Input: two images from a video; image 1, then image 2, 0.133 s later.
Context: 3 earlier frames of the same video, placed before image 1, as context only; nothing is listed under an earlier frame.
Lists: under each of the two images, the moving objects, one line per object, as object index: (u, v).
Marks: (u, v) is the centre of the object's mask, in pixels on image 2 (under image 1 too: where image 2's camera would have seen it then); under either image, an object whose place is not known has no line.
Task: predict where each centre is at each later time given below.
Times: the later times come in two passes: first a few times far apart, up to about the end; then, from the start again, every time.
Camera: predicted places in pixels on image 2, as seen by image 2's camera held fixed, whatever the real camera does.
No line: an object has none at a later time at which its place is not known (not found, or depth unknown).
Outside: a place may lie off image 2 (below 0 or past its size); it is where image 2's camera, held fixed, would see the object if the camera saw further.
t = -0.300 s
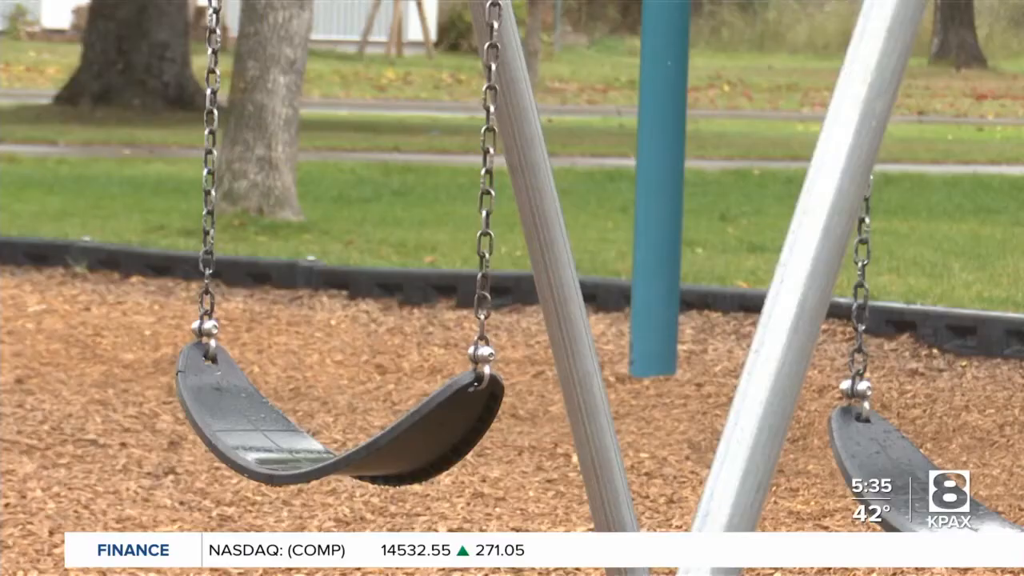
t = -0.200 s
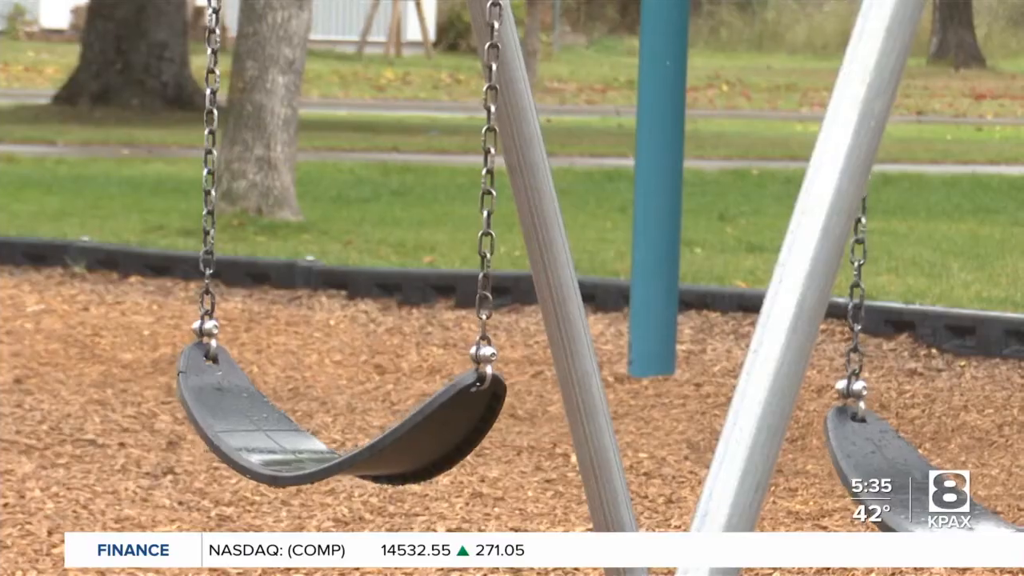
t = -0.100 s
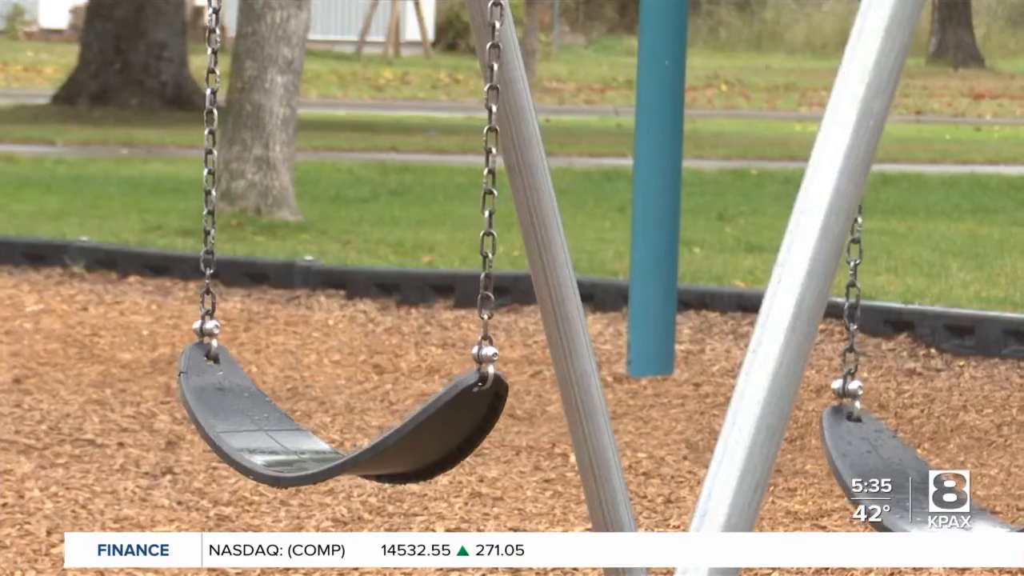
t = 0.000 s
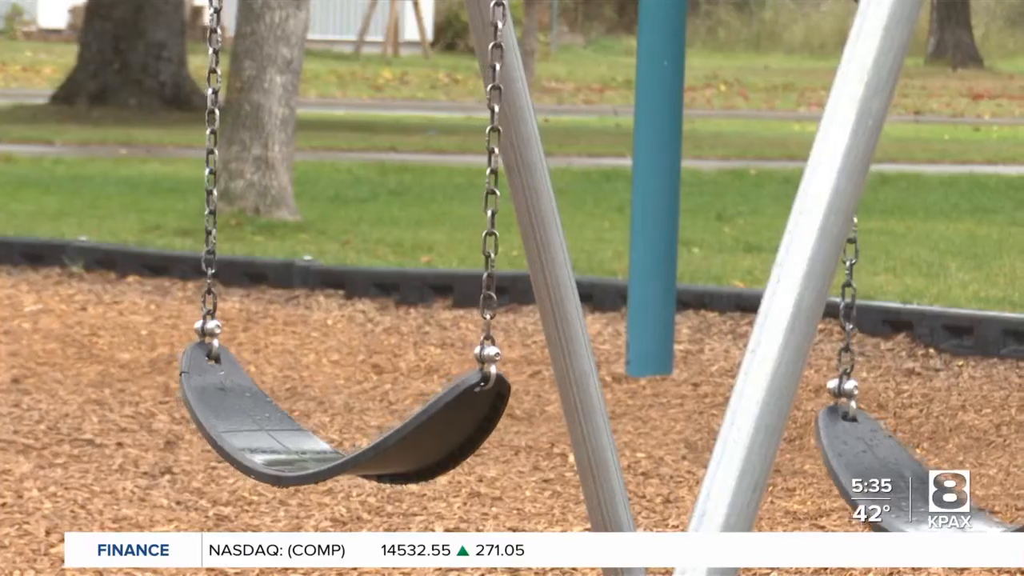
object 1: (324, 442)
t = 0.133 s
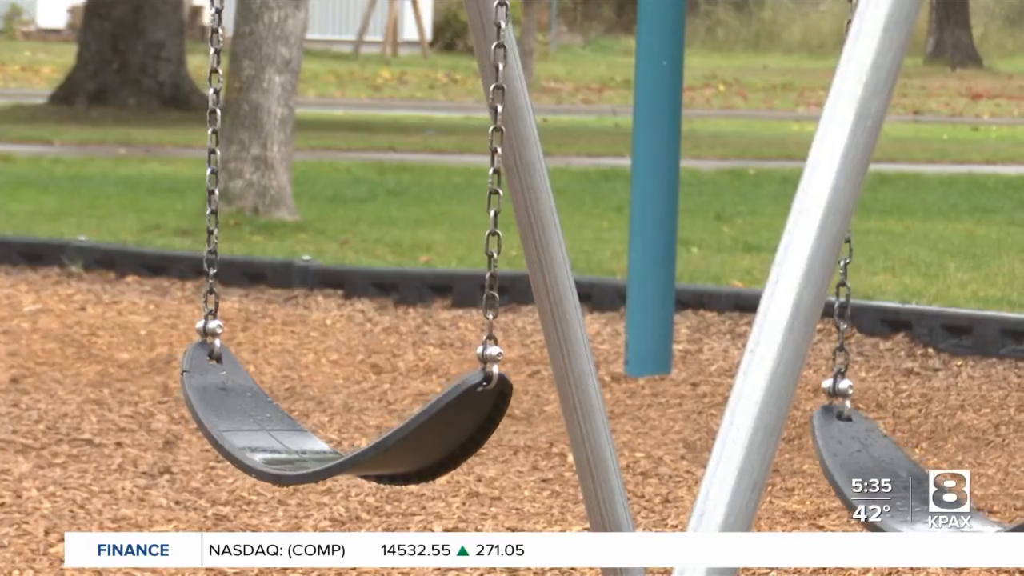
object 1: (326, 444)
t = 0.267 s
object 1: (324, 440)
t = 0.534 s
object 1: (325, 442)
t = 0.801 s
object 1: (321, 441)
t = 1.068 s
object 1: (314, 443)
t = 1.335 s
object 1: (306, 442)
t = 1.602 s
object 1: (300, 442)
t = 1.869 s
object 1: (297, 441)
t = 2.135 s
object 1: (299, 442)
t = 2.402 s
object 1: (308, 442)
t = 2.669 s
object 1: (313, 441)
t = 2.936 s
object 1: (321, 441)
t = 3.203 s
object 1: (327, 442)
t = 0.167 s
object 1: (327, 444)
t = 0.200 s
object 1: (323, 441)
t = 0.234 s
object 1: (324, 441)
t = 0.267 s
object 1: (324, 440)
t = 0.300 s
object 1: (324, 440)
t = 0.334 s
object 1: (325, 441)
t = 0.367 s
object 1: (326, 441)
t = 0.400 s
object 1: (324, 440)
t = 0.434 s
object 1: (325, 440)
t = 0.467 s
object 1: (327, 442)
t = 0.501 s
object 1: (326, 442)
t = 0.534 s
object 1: (325, 442)
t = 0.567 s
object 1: (327, 443)
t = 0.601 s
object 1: (326, 443)
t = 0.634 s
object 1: (326, 443)
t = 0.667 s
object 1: (326, 443)
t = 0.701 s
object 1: (325, 443)
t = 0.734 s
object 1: (323, 442)
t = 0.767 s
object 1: (322, 442)
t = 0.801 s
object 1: (321, 441)
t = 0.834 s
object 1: (322, 442)
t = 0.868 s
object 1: (319, 441)
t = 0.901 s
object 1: (318, 440)
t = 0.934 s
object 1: (317, 441)
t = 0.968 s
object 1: (317, 442)
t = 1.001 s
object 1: (316, 443)
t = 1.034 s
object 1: (312, 440)
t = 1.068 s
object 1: (314, 443)
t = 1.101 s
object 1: (310, 441)
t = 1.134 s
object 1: (312, 444)
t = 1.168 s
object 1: (311, 444)
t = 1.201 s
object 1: (308, 443)
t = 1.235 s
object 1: (308, 443)
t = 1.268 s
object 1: (308, 444)
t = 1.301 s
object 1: (306, 442)
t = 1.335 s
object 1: (306, 442)
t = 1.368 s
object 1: (305, 442)
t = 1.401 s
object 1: (302, 440)
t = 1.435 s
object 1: (304, 441)
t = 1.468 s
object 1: (302, 441)
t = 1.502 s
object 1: (302, 441)
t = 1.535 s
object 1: (301, 442)
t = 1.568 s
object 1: (299, 441)
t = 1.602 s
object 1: (300, 442)
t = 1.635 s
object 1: (300, 442)
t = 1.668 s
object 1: (296, 440)
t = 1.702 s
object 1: (299, 442)
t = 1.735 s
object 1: (297, 441)
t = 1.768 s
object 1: (299, 442)
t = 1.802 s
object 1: (297, 441)
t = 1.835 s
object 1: (298, 441)
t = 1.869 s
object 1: (297, 441)
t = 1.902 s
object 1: (296, 440)
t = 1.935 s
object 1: (296, 440)
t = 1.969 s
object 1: (297, 441)
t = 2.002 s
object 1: (297, 441)
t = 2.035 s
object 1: (297, 441)
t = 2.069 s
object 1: (299, 442)
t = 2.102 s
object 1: (297, 441)
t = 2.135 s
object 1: (299, 442)
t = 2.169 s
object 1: (299, 441)
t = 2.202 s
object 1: (302, 443)
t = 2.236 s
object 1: (300, 441)
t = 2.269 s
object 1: (300, 440)
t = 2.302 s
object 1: (301, 440)
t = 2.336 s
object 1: (303, 440)
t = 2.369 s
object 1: (306, 442)
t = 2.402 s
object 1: (308, 442)
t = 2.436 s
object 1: (307, 441)
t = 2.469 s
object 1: (307, 440)
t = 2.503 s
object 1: (307, 440)
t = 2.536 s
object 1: (309, 440)
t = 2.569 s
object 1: (309, 440)
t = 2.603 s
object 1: (310, 441)
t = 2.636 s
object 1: (314, 443)
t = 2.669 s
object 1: (313, 441)
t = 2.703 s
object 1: (313, 441)
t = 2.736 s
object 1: (316, 443)
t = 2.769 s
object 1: (316, 441)
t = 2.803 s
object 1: (316, 441)
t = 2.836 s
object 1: (320, 442)
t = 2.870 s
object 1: (319, 440)
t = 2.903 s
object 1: (321, 442)
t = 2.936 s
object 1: (321, 441)
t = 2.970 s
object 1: (324, 442)
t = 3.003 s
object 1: (324, 441)
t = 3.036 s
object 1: (325, 442)
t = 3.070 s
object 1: (325, 442)
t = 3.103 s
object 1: (324, 441)
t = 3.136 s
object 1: (326, 442)
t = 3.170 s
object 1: (326, 442)
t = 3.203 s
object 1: (327, 442)
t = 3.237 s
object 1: (324, 439)
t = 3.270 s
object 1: (326, 440)
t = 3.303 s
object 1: (326, 439)
